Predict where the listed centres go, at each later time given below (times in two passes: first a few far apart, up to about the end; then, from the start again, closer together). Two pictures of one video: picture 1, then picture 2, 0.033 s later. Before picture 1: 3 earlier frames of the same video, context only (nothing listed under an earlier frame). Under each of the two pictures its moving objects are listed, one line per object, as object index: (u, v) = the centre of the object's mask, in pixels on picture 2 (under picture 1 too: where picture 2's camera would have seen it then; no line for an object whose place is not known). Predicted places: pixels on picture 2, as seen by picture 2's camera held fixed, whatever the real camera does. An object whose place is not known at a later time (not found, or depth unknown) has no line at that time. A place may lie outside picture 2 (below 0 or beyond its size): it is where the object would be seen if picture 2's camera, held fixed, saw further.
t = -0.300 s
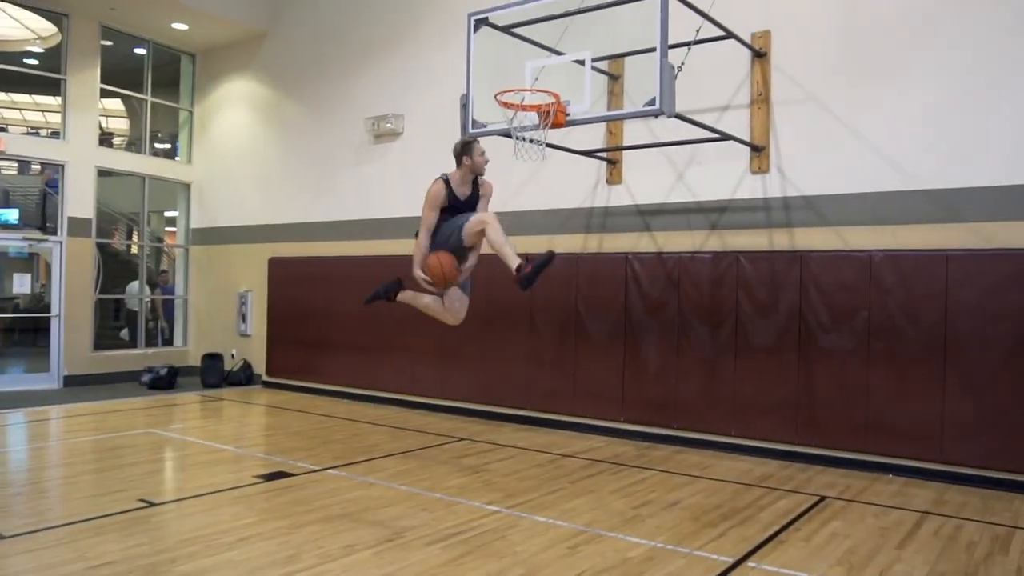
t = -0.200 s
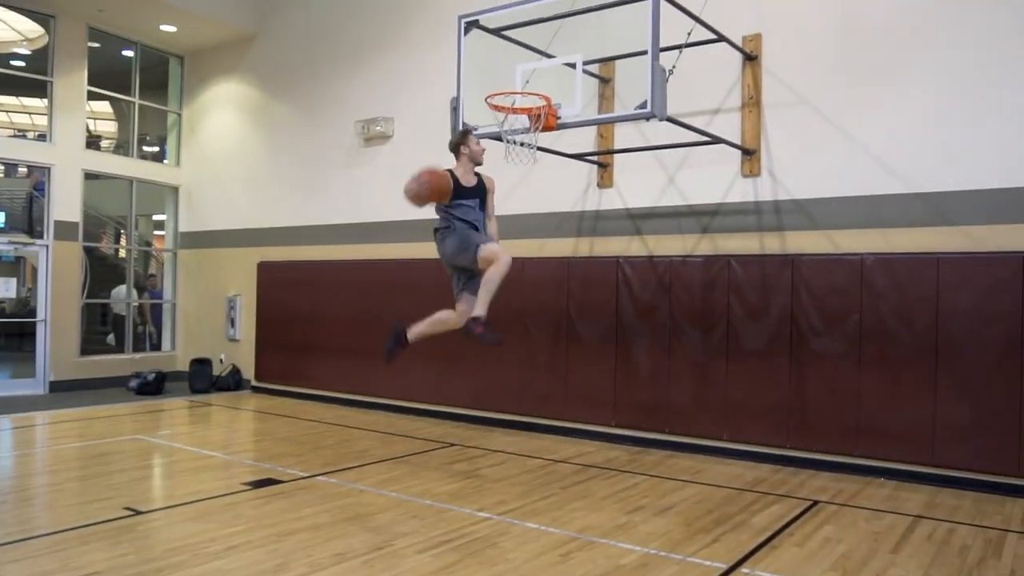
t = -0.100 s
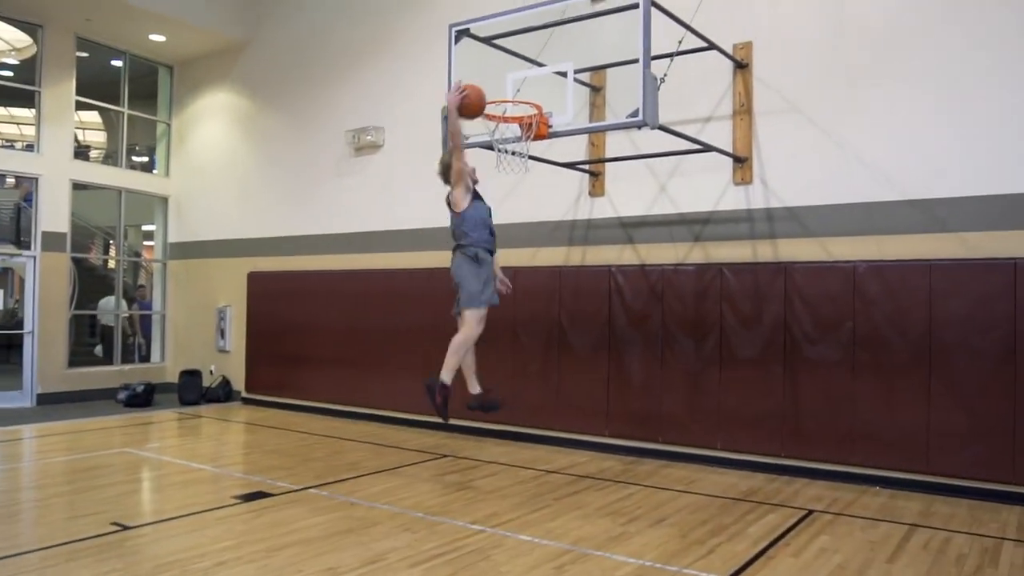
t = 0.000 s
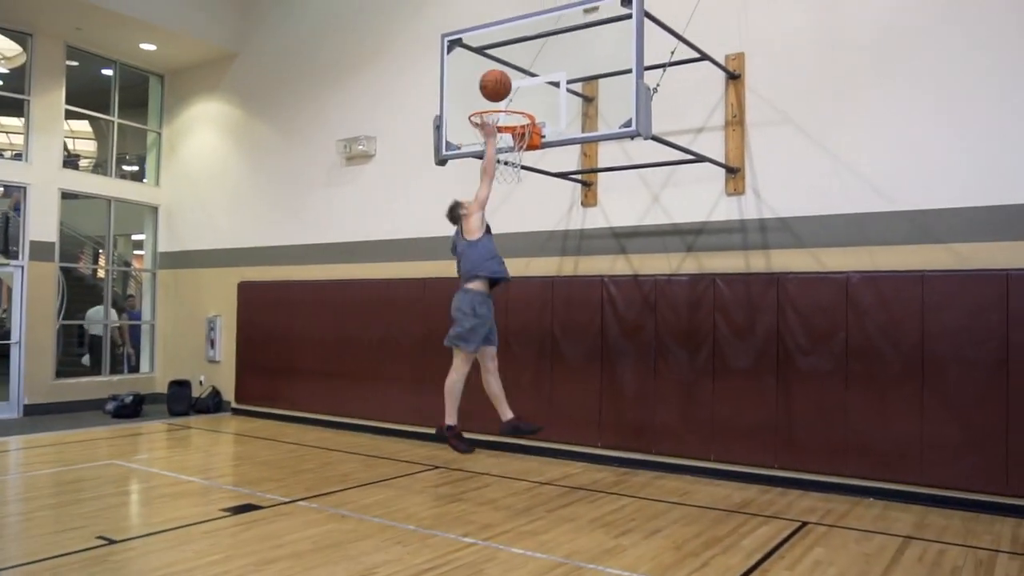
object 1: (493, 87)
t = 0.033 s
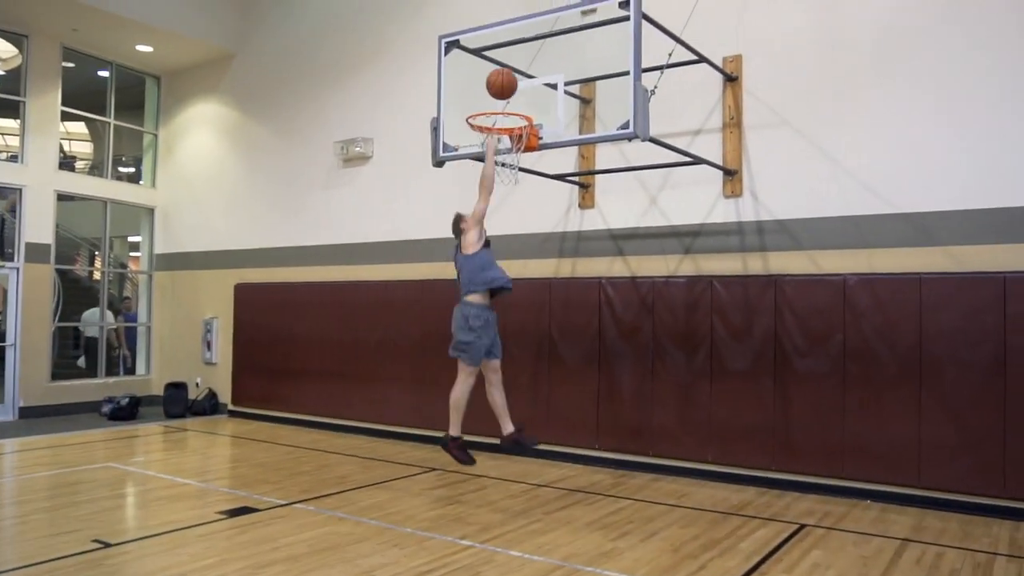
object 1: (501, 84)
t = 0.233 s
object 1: (449, 52)
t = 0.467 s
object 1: (340, 67)
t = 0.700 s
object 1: (198, 181)
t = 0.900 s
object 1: (39, 398)
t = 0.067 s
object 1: (509, 82)
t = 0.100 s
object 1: (501, 74)
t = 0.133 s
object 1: (489, 67)
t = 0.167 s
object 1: (476, 61)
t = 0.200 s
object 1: (462, 56)
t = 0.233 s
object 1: (449, 52)
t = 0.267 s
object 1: (435, 49)
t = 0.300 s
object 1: (420, 48)
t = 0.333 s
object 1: (406, 49)
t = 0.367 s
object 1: (390, 51)
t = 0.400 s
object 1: (374, 54)
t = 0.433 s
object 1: (358, 60)
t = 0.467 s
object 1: (340, 67)
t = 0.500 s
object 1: (323, 76)
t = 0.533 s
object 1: (304, 87)
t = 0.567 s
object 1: (285, 101)
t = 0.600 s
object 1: (265, 117)
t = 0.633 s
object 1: (243, 135)
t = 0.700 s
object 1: (198, 181)
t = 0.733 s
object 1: (174, 209)
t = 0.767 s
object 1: (149, 238)
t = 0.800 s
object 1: (122, 273)
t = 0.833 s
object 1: (95, 311)
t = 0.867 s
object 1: (67, 352)
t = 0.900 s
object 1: (39, 398)
